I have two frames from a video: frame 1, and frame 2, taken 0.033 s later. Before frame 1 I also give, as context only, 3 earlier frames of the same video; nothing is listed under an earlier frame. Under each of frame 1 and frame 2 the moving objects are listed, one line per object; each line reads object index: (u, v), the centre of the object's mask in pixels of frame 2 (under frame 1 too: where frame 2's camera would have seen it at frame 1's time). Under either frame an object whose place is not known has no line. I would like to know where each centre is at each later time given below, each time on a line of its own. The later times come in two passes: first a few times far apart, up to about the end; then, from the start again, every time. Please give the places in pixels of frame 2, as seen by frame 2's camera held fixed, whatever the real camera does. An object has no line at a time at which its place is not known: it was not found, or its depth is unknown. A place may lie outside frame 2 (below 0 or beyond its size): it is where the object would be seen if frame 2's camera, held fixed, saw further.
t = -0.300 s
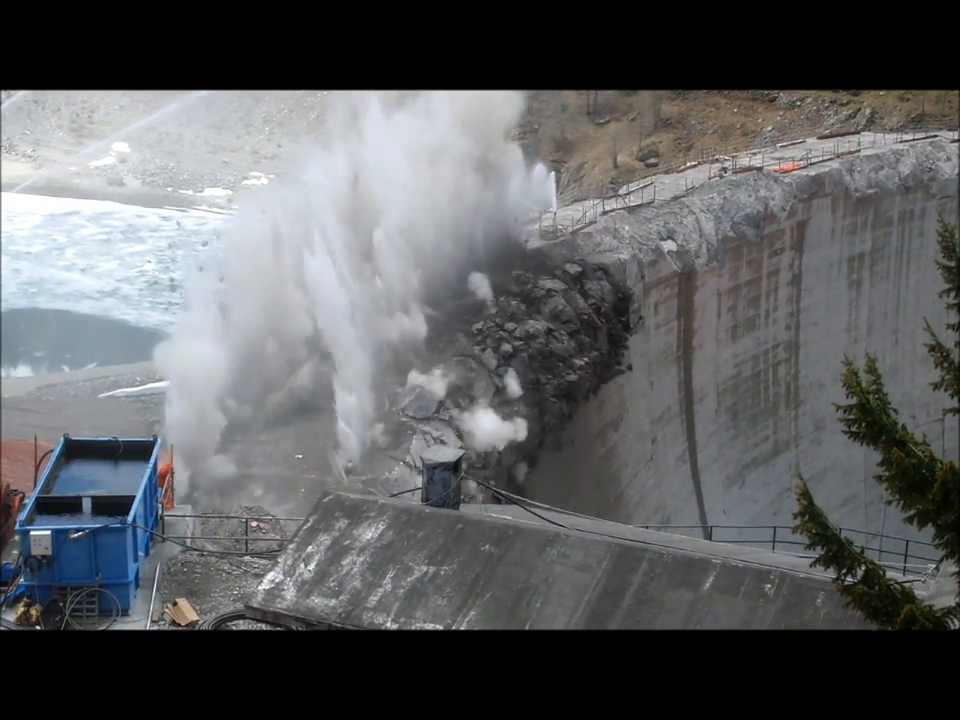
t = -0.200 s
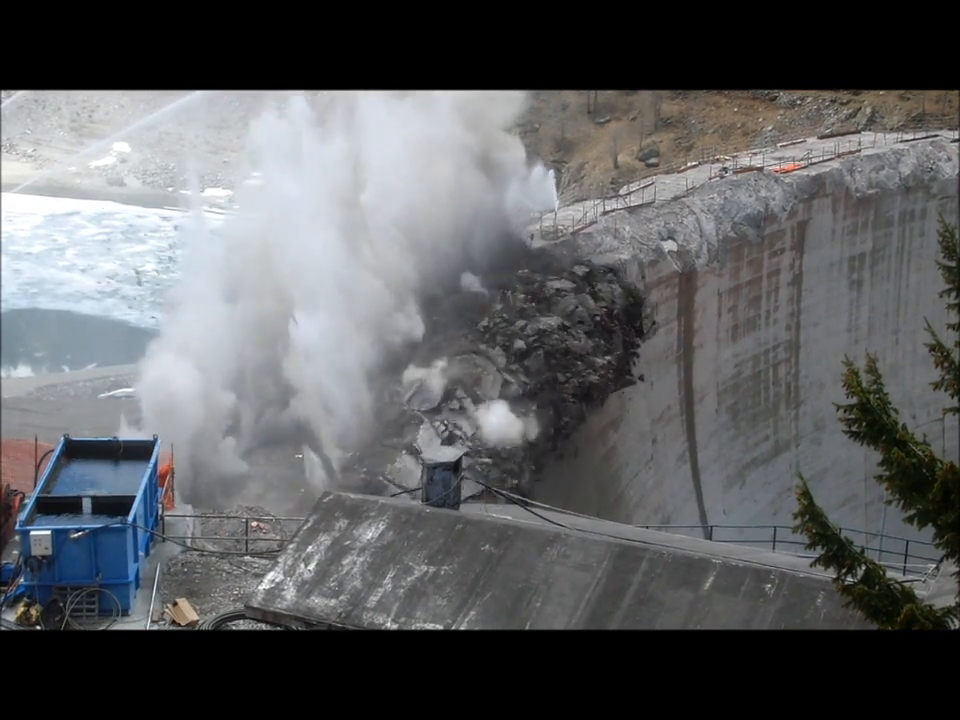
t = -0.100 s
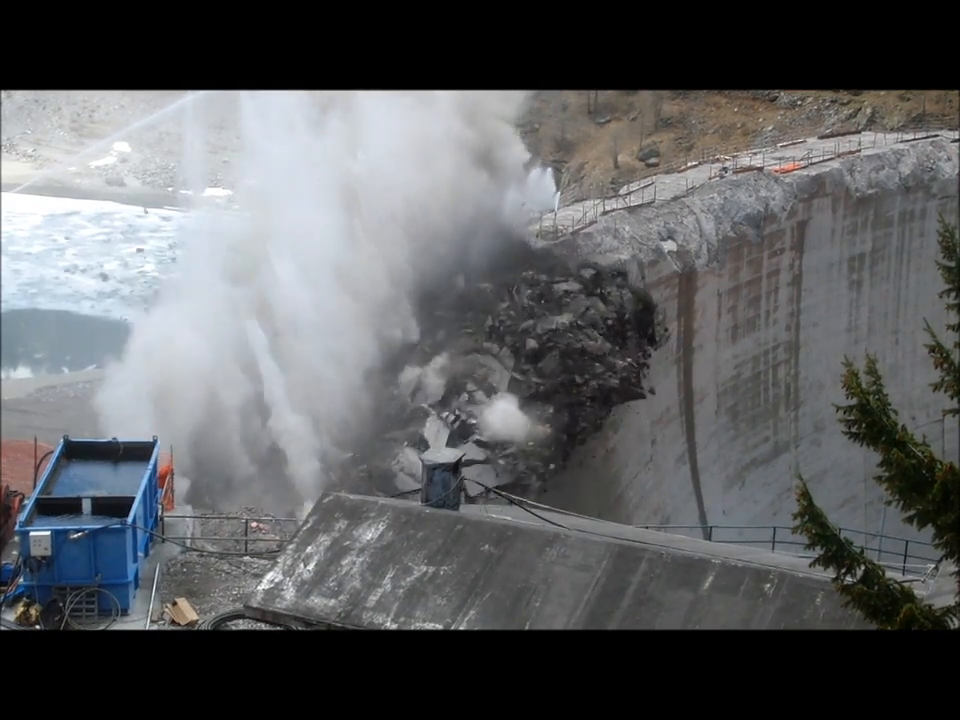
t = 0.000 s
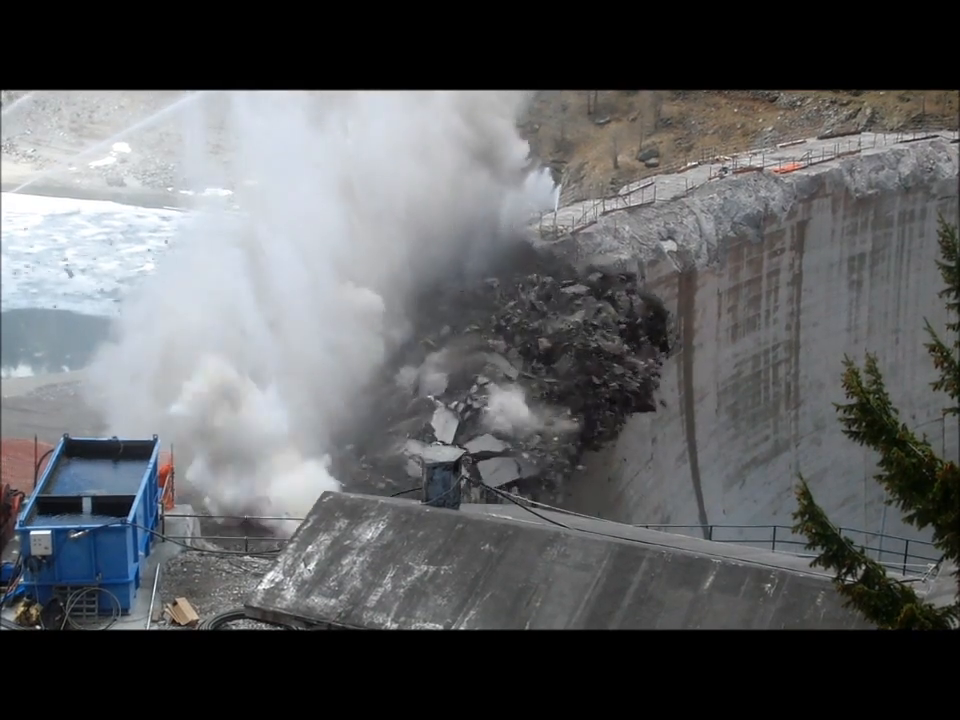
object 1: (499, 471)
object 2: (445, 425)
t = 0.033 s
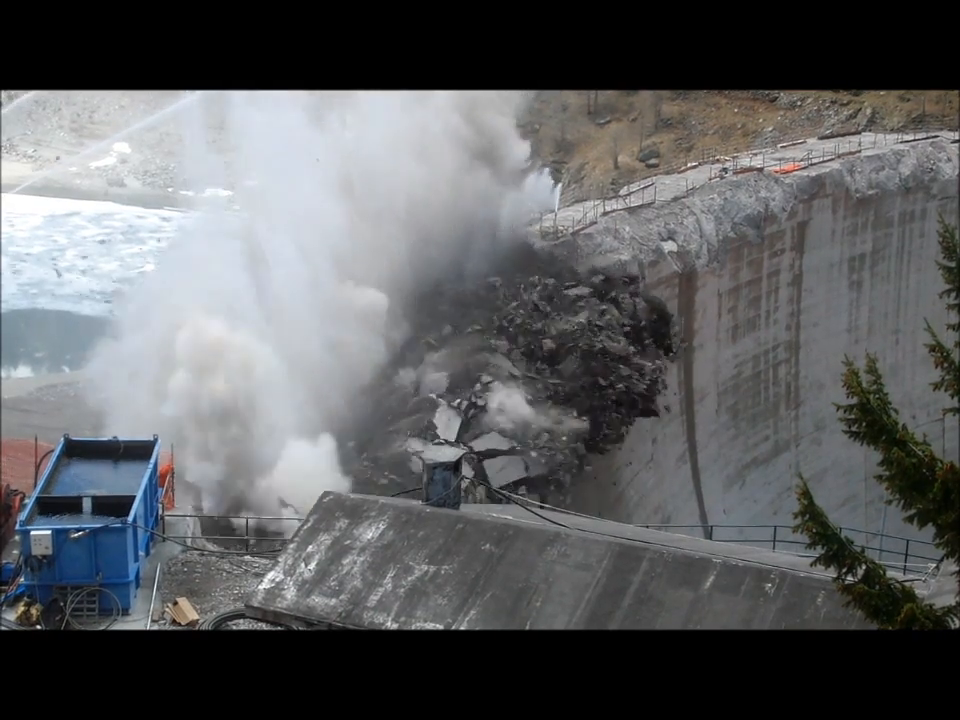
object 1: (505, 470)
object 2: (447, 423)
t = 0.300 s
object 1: (554, 466)
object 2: (466, 416)
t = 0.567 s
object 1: (602, 476)
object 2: (485, 422)
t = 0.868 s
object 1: (656, 503)
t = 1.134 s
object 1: (704, 533)
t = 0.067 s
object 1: (511, 468)
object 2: (450, 421)
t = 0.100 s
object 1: (517, 467)
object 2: (452, 419)
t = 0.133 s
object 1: (524, 467)
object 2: (455, 418)
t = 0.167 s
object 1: (529, 466)
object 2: (457, 417)
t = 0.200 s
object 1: (535, 465)
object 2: (459, 416)
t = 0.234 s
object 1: (542, 466)
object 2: (462, 417)
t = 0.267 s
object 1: (548, 466)
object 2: (464, 416)
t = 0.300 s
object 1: (554, 466)
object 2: (466, 416)
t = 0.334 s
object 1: (560, 467)
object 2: (469, 416)
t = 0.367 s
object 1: (566, 467)
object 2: (471, 416)
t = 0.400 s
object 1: (572, 468)
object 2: (474, 417)
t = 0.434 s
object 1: (578, 469)
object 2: (476, 417)
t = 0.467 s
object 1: (585, 471)
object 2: (478, 419)
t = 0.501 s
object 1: (591, 472)
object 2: (481, 420)
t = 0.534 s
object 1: (597, 474)
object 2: (483, 421)
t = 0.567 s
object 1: (602, 476)
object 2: (485, 422)
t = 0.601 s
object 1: (609, 478)
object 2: (488, 424)
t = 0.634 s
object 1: (614, 481)
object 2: (491, 426)
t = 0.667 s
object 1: (621, 483)
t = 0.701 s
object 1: (626, 486)
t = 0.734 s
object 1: (632, 489)
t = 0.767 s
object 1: (638, 492)
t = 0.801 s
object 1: (644, 495)
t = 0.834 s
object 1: (650, 499)
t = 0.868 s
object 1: (656, 503)
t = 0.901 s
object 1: (662, 507)
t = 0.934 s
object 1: (669, 511)
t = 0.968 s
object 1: (675, 515)
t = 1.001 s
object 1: (681, 519)
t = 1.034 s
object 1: (687, 523)
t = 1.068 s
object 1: (694, 527)
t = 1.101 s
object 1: (700, 531)
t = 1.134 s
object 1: (704, 533)
